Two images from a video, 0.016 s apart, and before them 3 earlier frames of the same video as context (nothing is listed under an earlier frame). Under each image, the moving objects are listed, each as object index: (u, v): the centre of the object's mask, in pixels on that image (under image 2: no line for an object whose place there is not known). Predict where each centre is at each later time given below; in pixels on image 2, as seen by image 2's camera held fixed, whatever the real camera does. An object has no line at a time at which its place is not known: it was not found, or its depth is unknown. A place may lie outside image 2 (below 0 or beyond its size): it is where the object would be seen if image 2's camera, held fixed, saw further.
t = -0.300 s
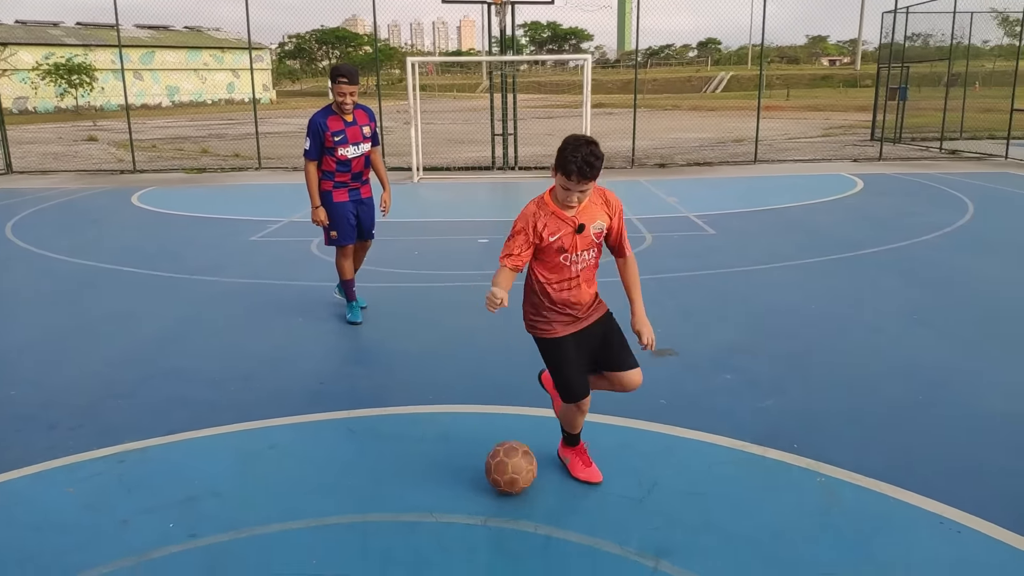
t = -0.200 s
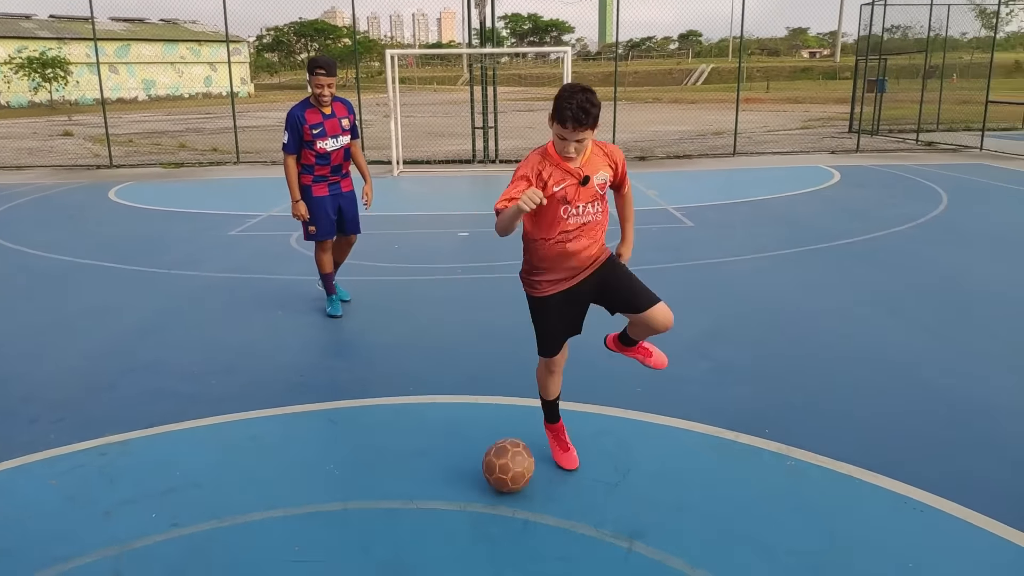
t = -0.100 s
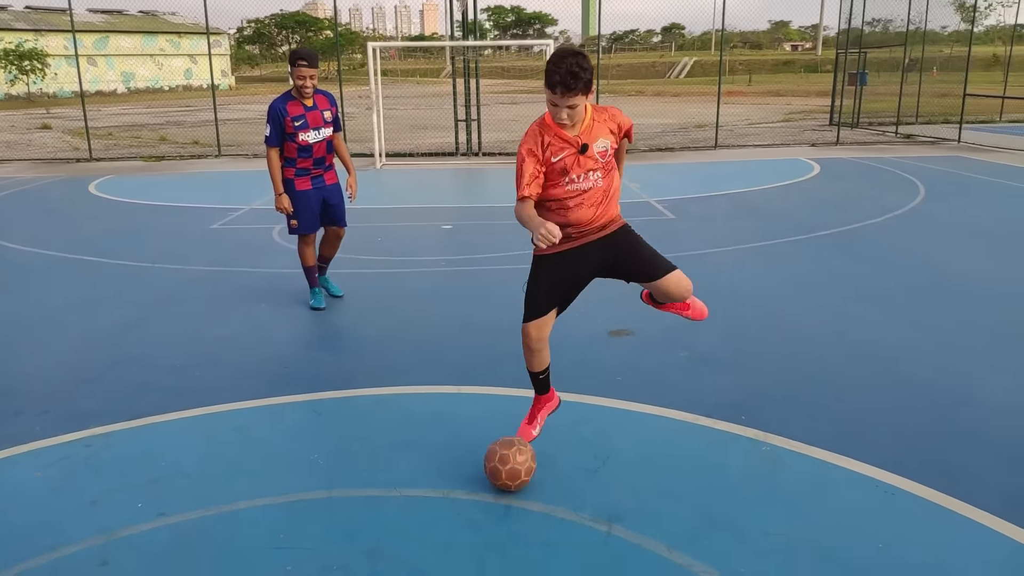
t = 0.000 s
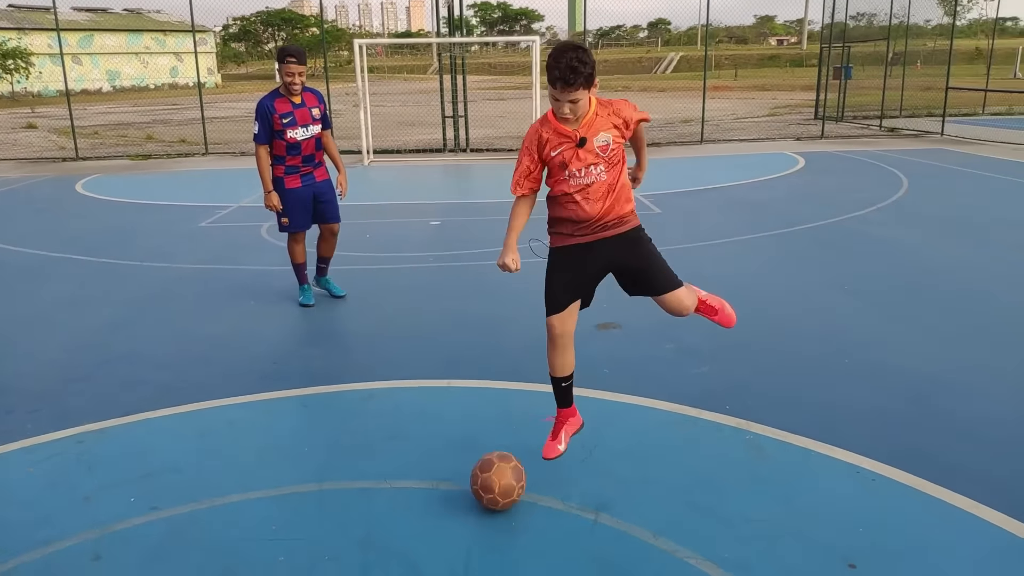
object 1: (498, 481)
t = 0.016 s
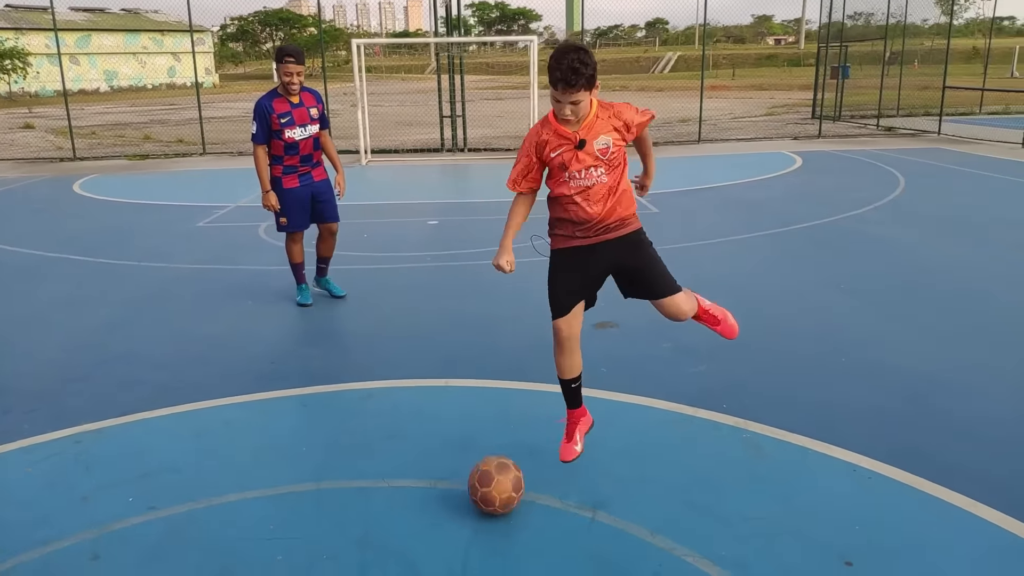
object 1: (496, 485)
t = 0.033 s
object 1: (496, 489)
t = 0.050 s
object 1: (496, 494)
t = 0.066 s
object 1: (496, 499)
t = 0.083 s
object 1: (496, 505)
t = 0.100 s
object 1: (496, 510)
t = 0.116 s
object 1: (496, 516)
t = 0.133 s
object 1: (495, 522)
